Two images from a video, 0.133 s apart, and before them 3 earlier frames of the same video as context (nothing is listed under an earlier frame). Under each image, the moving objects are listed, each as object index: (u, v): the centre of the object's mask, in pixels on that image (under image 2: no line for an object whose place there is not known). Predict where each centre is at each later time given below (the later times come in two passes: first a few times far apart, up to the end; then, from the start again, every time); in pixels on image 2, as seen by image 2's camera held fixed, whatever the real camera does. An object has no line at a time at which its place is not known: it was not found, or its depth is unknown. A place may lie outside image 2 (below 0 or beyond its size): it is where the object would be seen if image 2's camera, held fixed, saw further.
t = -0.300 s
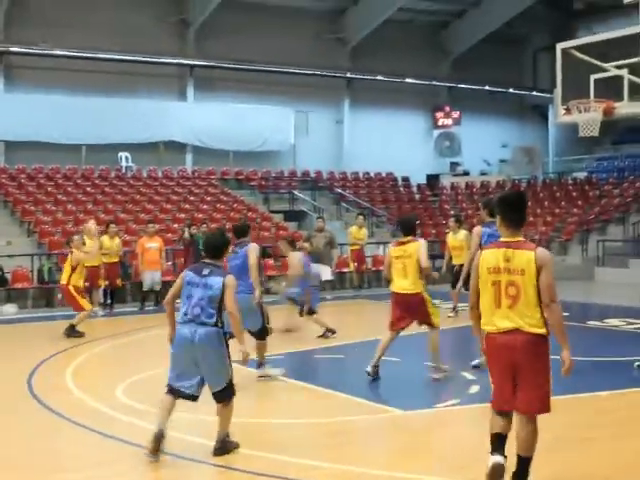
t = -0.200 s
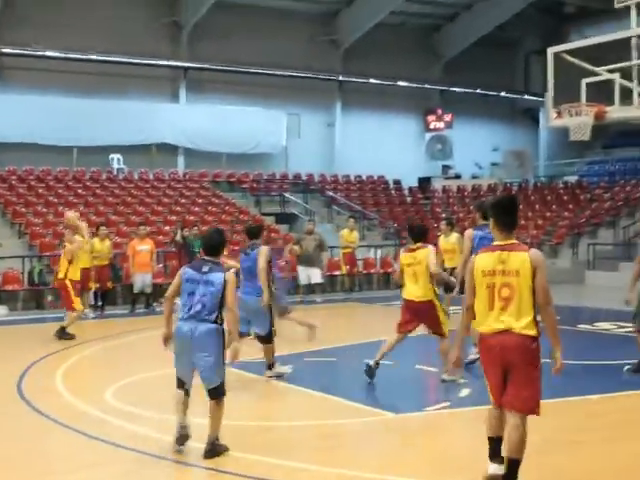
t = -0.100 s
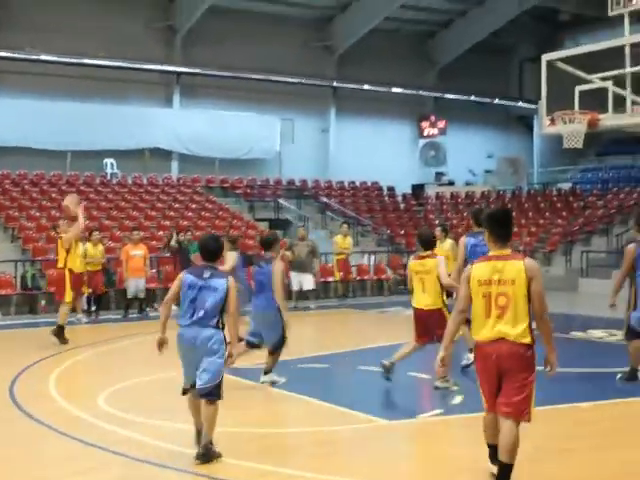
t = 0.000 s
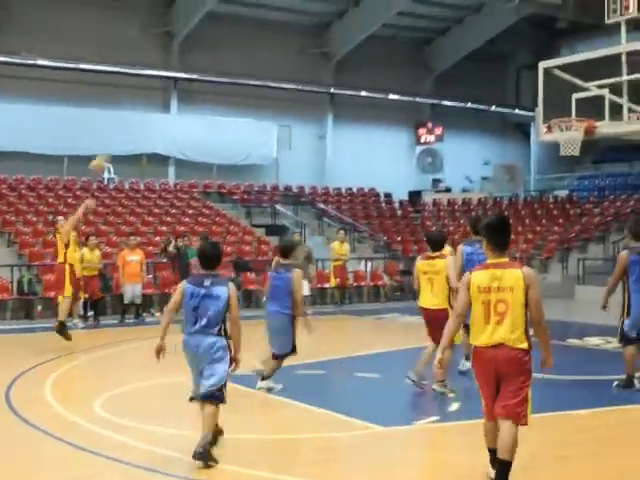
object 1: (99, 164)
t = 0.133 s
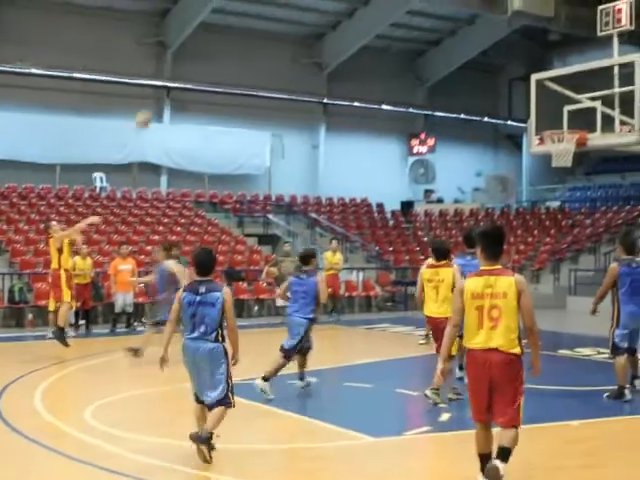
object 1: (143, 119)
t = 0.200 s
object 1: (168, 96)
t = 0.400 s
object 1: (245, 48)
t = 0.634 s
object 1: (338, 24)
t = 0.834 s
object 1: (422, 34)
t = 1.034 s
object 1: (511, 75)
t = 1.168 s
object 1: (568, 121)
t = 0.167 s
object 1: (155, 108)
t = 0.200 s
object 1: (168, 96)
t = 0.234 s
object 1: (180, 86)
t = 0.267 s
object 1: (194, 77)
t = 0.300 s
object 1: (205, 68)
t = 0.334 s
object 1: (219, 61)
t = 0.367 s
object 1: (232, 54)
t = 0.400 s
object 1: (245, 48)
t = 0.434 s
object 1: (257, 42)
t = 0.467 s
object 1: (271, 37)
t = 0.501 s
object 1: (284, 33)
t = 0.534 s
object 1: (298, 30)
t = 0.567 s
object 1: (311, 27)
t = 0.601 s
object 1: (324, 26)
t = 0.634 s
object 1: (338, 24)
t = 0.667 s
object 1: (351, 23)
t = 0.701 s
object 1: (365, 24)
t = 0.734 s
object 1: (379, 25)
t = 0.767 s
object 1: (394, 27)
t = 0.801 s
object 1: (408, 30)
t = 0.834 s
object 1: (422, 34)
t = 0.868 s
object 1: (436, 39)
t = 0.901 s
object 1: (450, 44)
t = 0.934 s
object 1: (465, 51)
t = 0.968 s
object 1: (479, 59)
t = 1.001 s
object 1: (494, 67)
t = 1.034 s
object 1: (511, 75)
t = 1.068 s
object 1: (521, 85)
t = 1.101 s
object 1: (540, 97)
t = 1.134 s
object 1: (551, 108)
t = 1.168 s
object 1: (568, 121)
